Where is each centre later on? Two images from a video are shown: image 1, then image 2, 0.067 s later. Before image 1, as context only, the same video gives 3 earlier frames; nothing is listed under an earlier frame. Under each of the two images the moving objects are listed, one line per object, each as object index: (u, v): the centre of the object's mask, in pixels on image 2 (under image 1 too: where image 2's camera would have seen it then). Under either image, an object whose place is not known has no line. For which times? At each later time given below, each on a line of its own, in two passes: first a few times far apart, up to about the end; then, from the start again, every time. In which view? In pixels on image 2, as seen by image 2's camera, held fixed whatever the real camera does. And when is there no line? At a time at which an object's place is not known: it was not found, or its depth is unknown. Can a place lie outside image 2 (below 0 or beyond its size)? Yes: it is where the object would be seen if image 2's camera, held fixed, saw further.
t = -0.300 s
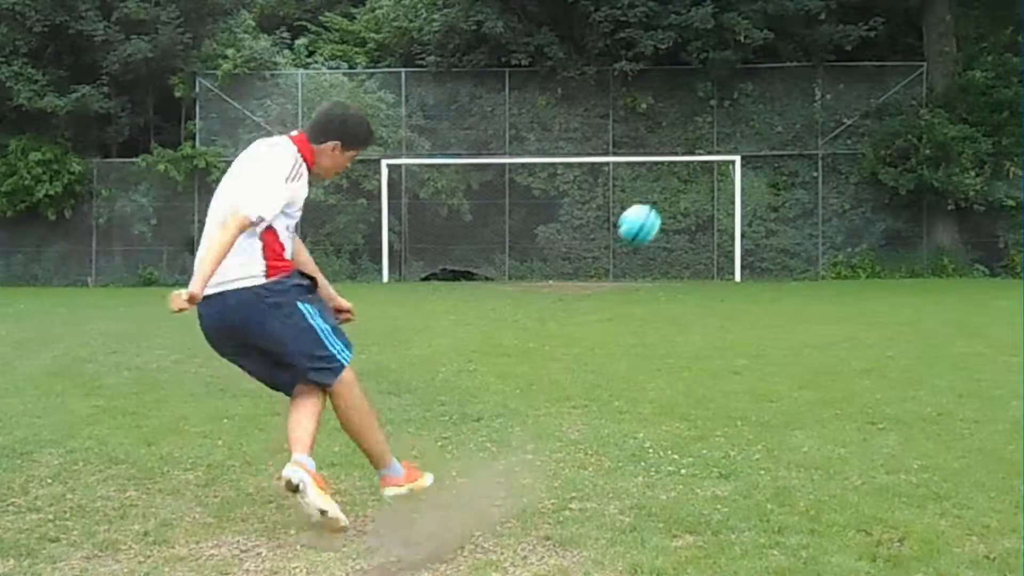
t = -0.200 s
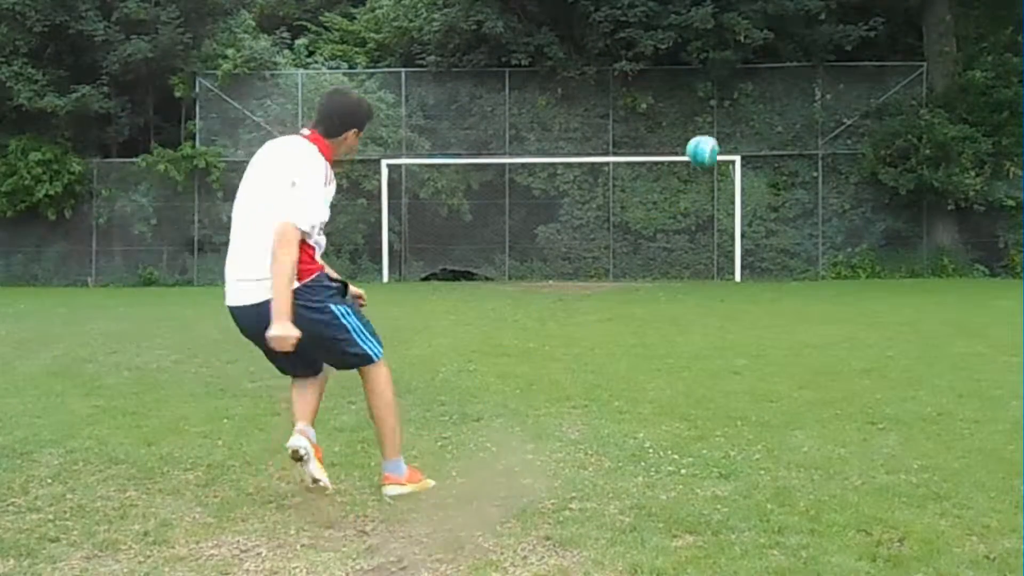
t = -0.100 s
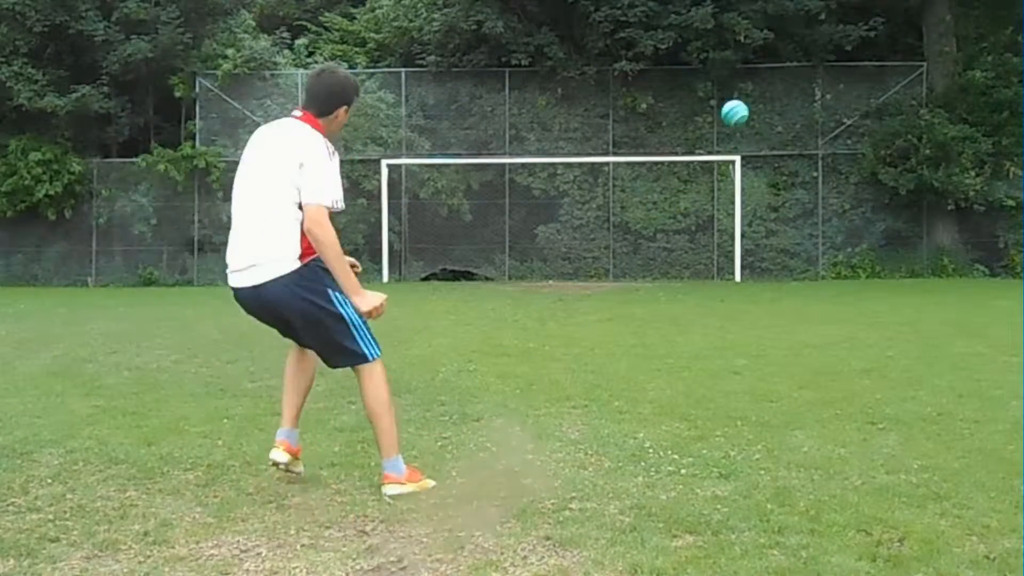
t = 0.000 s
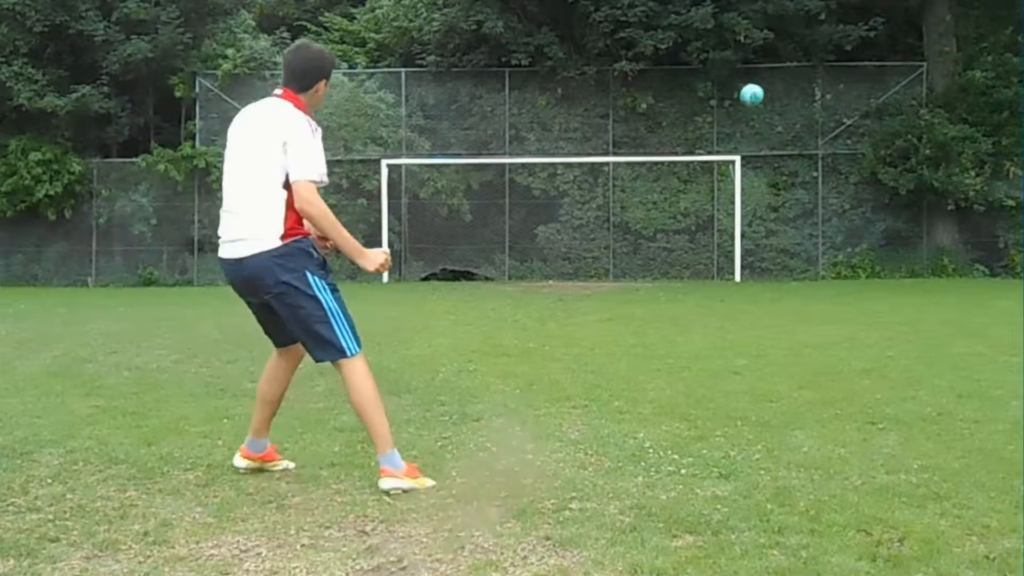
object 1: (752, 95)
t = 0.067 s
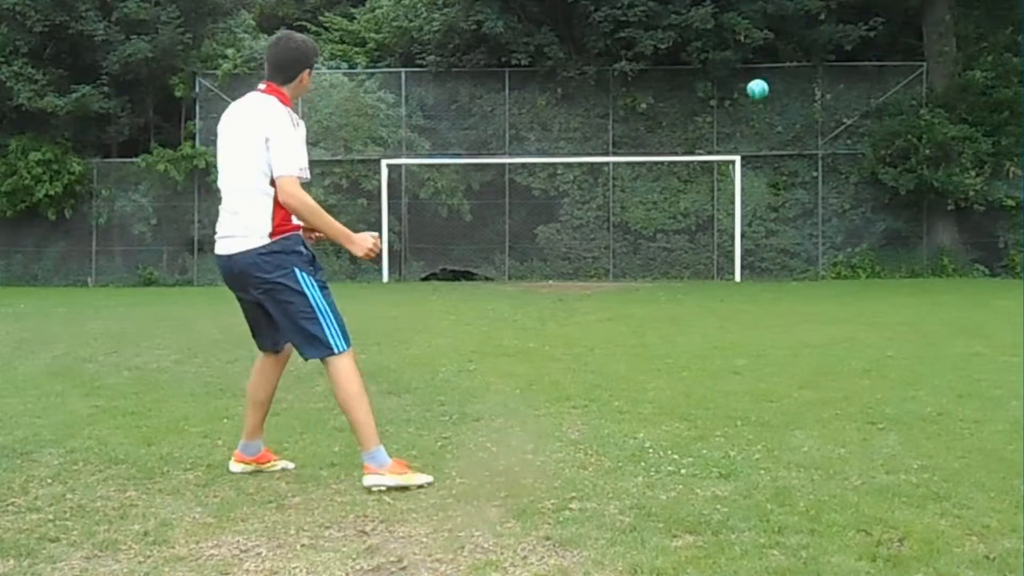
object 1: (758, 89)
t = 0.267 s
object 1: (761, 94)
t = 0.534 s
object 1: (751, 126)
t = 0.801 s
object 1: (733, 174)
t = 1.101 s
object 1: (744, 230)
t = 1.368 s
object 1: (833, 270)
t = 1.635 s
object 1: (897, 229)
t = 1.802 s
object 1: (940, 221)
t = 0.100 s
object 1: (759, 88)
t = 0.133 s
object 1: (760, 88)
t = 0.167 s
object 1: (761, 89)
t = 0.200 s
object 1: (761, 90)
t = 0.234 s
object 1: (762, 92)
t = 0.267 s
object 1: (761, 94)
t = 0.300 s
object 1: (761, 96)
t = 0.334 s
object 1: (760, 100)
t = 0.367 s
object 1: (759, 103)
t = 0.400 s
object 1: (757, 107)
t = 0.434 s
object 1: (756, 112)
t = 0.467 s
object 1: (754, 116)
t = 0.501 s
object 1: (753, 121)
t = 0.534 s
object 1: (751, 126)
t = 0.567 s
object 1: (749, 131)
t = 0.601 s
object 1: (747, 136)
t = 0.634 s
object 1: (744, 142)
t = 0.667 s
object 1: (743, 148)
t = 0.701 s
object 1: (740, 155)
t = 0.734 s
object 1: (739, 161)
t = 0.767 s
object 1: (735, 167)
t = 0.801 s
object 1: (733, 174)
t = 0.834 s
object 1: (730, 181)
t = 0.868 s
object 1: (729, 187)
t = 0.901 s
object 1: (726, 194)
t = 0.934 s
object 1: (723, 201)
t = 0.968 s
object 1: (721, 209)
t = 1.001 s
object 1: (719, 217)
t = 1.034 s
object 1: (721, 223)
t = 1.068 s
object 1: (731, 225)
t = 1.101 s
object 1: (744, 230)
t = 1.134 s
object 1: (753, 235)
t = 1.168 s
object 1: (765, 241)
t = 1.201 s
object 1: (777, 247)
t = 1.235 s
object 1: (789, 254)
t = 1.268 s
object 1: (801, 262)
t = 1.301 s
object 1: (813, 270)
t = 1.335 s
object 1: (825, 277)
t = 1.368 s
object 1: (833, 270)
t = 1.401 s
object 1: (841, 263)
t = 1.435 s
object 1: (848, 257)
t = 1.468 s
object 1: (855, 251)
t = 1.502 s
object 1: (863, 245)
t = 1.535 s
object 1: (872, 241)
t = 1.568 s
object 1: (880, 236)
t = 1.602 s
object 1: (888, 232)
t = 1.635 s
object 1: (897, 229)
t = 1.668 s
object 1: (905, 226)
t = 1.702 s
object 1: (913, 224)
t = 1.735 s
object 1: (922, 222)
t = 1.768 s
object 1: (931, 221)
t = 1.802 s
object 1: (940, 221)
